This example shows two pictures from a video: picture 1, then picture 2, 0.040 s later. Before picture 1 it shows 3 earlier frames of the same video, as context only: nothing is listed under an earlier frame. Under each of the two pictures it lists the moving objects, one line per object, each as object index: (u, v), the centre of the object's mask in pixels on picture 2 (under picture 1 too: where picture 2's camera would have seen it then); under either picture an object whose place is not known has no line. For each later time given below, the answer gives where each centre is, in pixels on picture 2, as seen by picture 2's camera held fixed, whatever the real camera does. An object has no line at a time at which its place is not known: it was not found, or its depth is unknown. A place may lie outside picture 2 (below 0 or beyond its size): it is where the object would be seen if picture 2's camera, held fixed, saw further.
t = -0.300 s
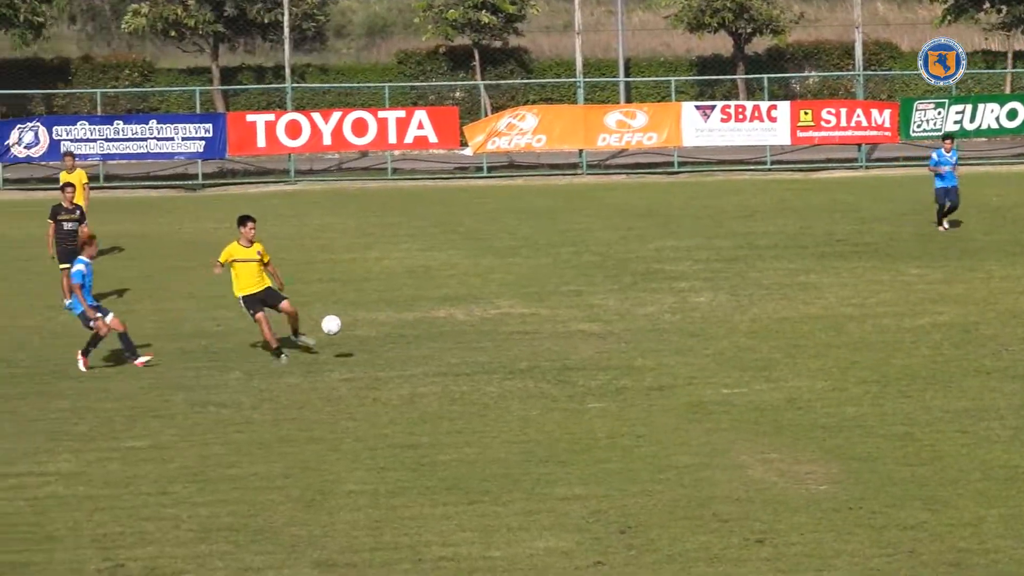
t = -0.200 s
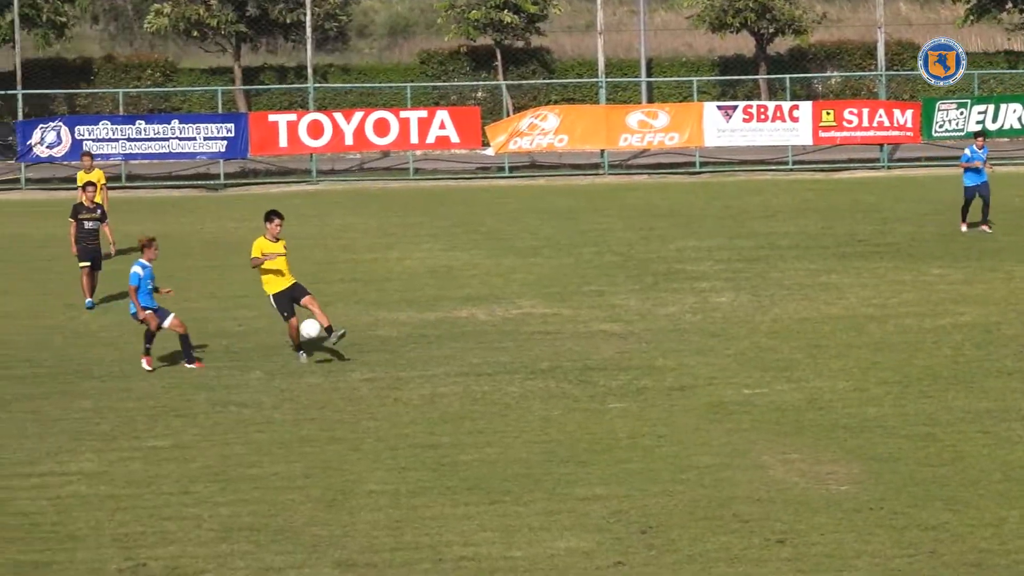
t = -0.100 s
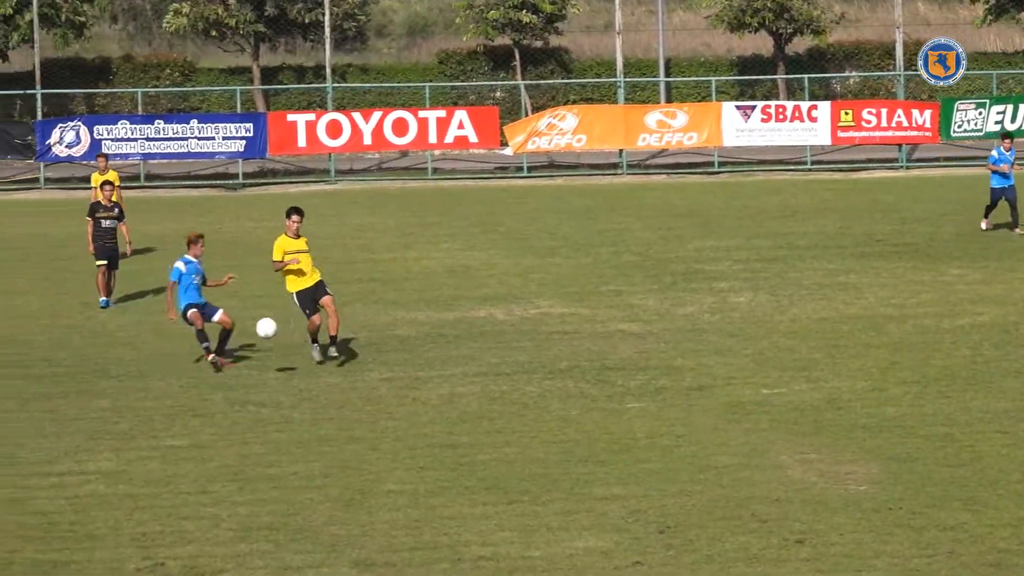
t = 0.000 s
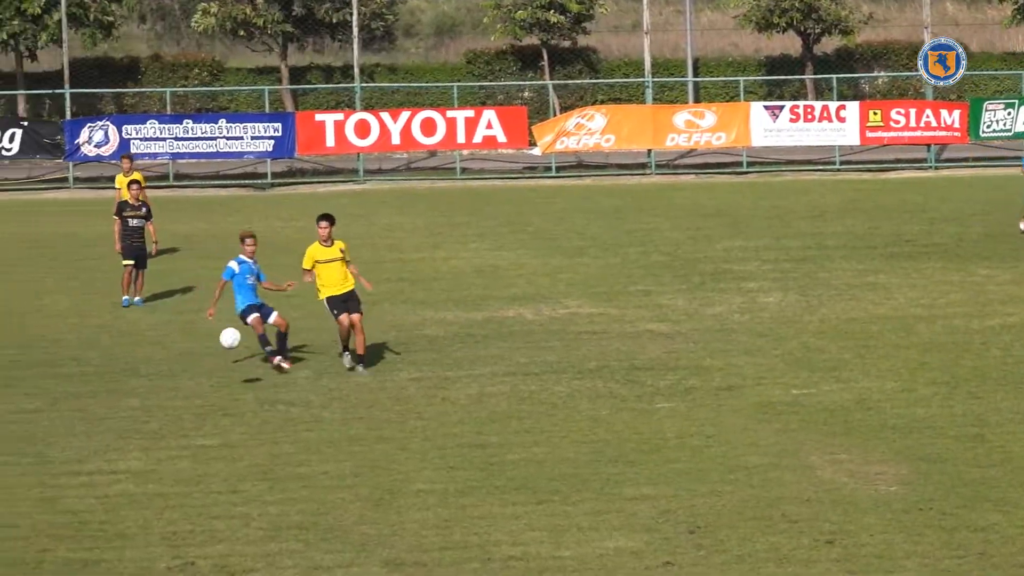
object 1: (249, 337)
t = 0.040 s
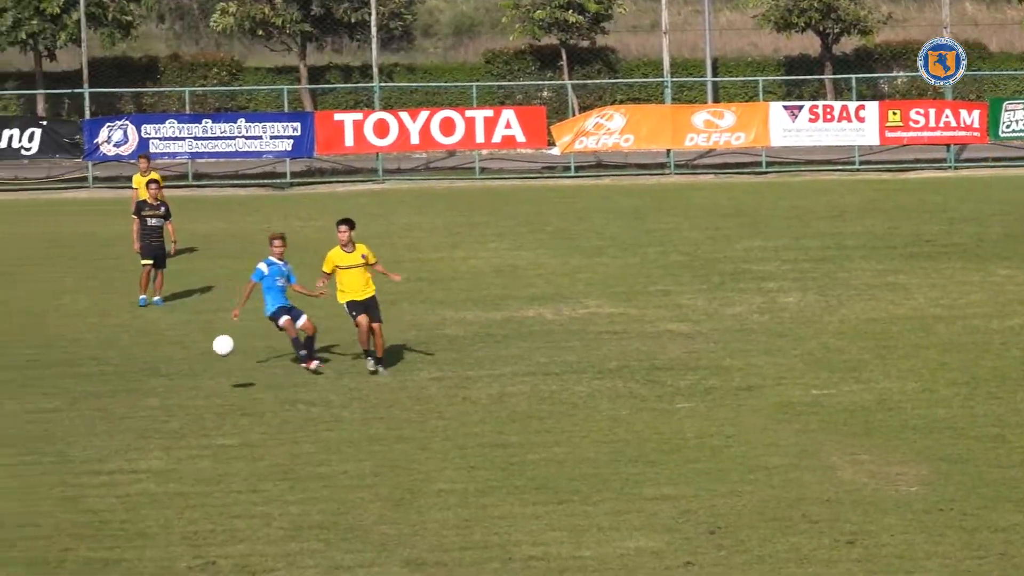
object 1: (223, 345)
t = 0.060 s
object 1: (210, 350)
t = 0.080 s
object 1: (197, 356)
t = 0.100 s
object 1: (182, 361)
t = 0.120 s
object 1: (167, 368)
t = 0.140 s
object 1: (151, 374)
